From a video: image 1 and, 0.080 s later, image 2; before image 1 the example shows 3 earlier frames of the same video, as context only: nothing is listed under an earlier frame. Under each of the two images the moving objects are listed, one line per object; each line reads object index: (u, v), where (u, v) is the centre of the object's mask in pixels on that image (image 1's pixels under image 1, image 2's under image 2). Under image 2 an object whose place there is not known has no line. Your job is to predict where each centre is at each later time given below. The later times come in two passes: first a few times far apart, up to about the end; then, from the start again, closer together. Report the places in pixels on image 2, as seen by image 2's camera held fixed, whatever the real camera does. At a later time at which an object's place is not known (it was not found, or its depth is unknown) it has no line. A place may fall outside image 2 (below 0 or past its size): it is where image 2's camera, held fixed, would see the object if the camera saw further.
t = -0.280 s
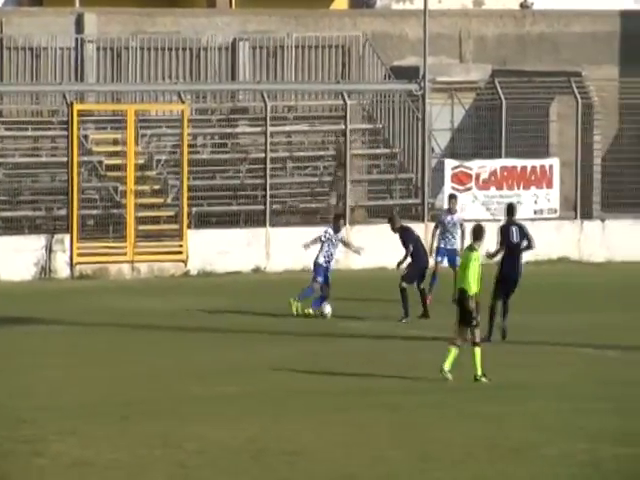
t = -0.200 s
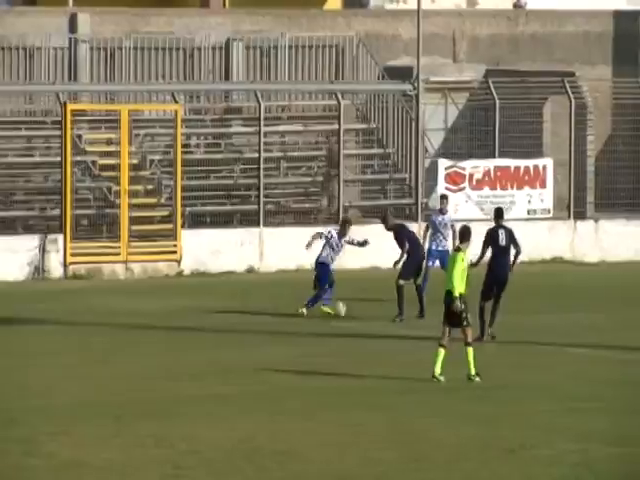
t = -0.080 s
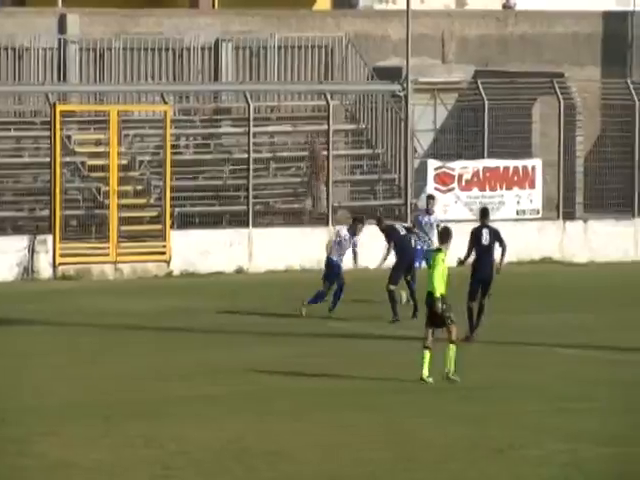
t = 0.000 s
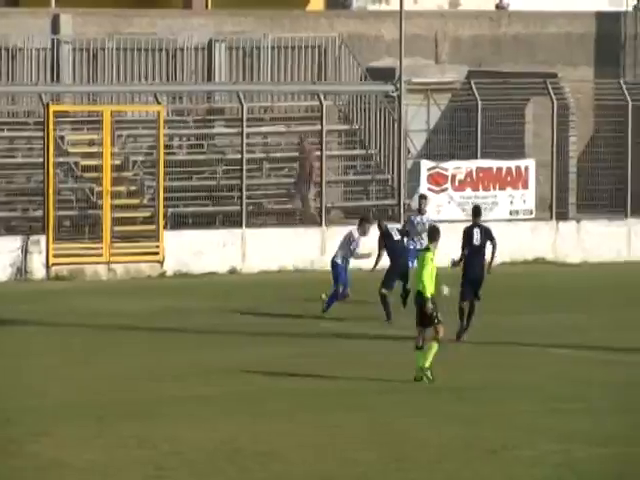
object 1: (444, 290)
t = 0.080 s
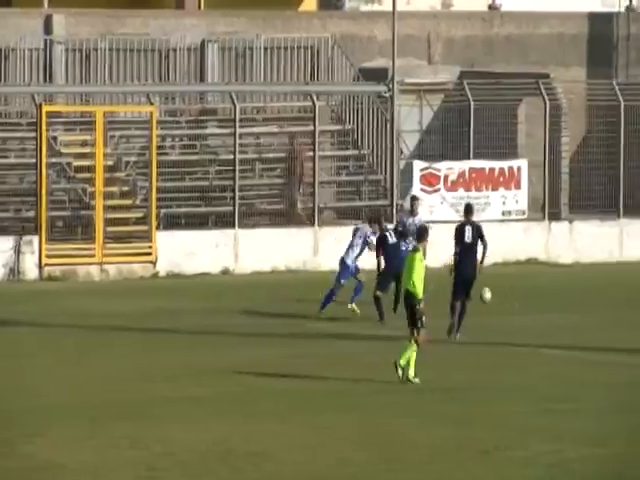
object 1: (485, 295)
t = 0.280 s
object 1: (595, 301)
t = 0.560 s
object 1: (721, 304)
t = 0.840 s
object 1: (819, 305)
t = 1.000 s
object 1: (864, 304)
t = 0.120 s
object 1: (509, 296)
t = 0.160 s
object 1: (533, 300)
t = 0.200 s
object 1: (555, 305)
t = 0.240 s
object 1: (580, 307)
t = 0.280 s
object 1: (595, 301)
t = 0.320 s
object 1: (612, 301)
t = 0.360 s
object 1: (633, 300)
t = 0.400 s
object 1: (647, 300)
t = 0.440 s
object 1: (671, 300)
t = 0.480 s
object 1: (685, 302)
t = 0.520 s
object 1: (699, 304)
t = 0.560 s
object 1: (721, 304)
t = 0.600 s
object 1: (733, 304)
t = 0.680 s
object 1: (763, 301)
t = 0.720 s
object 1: (774, 300)
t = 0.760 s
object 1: (793, 303)
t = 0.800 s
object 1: (804, 306)
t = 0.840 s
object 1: (819, 305)
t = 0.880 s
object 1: (829, 304)
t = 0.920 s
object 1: (839, 304)
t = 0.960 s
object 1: (855, 305)
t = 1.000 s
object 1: (864, 304)
